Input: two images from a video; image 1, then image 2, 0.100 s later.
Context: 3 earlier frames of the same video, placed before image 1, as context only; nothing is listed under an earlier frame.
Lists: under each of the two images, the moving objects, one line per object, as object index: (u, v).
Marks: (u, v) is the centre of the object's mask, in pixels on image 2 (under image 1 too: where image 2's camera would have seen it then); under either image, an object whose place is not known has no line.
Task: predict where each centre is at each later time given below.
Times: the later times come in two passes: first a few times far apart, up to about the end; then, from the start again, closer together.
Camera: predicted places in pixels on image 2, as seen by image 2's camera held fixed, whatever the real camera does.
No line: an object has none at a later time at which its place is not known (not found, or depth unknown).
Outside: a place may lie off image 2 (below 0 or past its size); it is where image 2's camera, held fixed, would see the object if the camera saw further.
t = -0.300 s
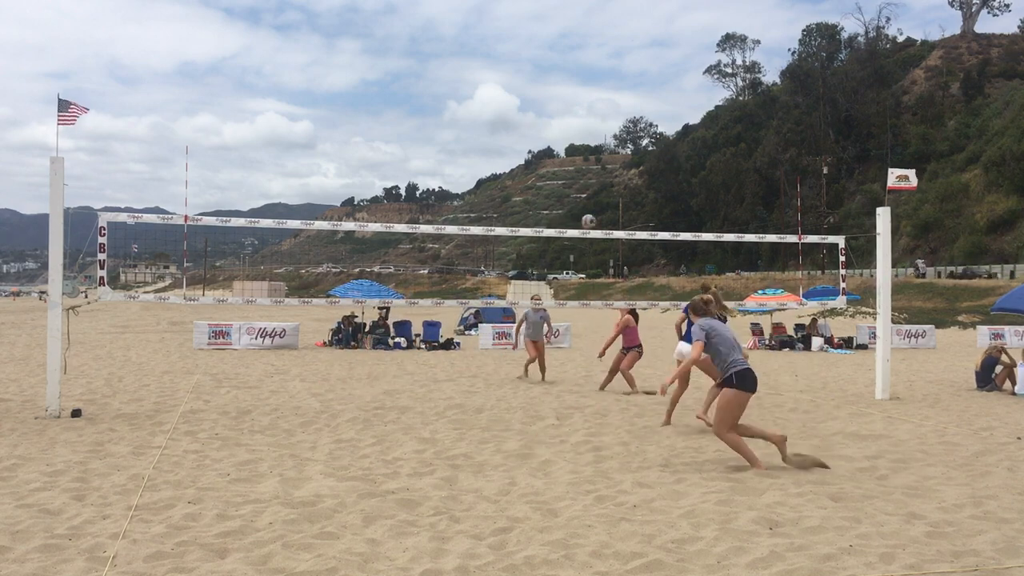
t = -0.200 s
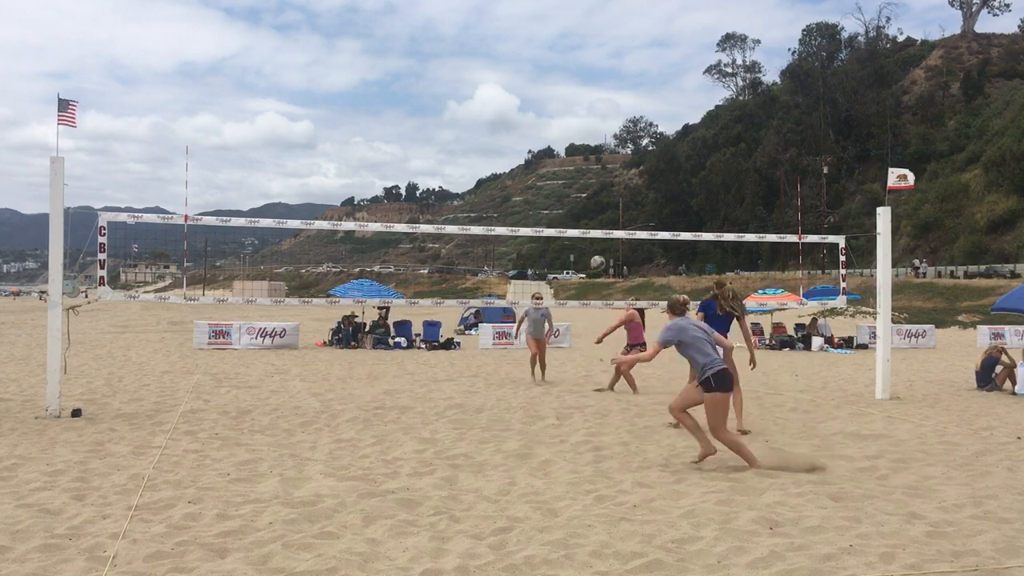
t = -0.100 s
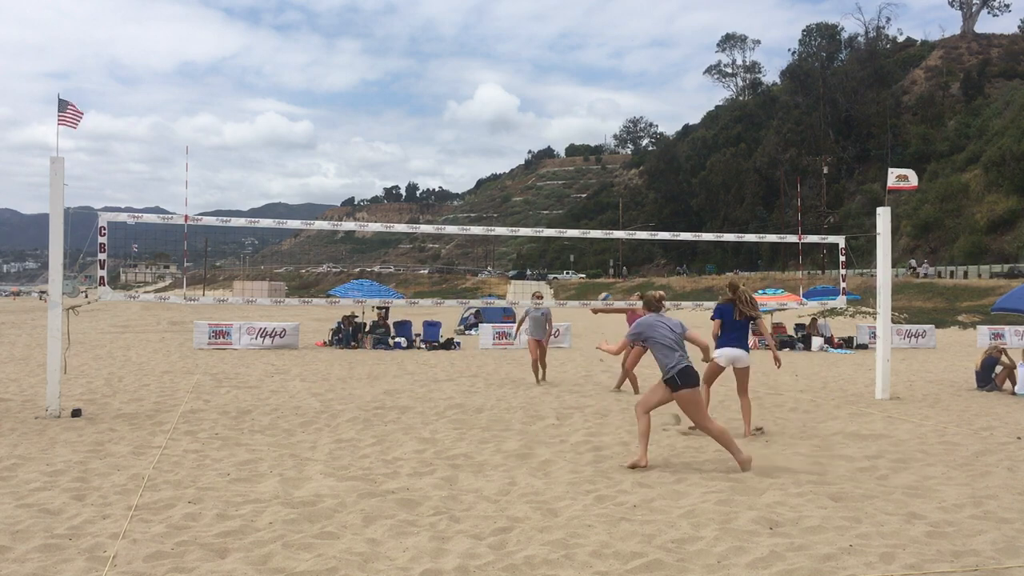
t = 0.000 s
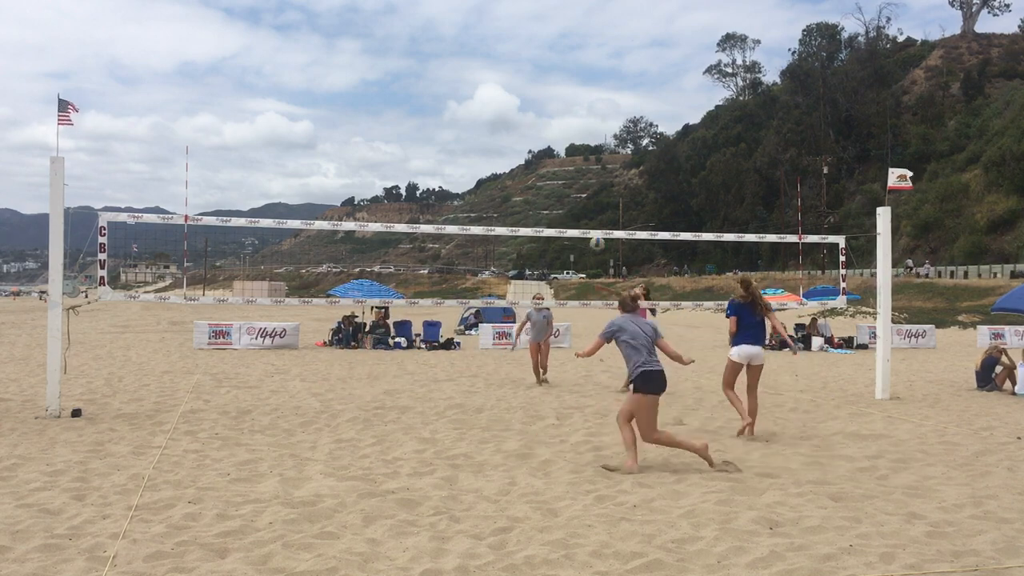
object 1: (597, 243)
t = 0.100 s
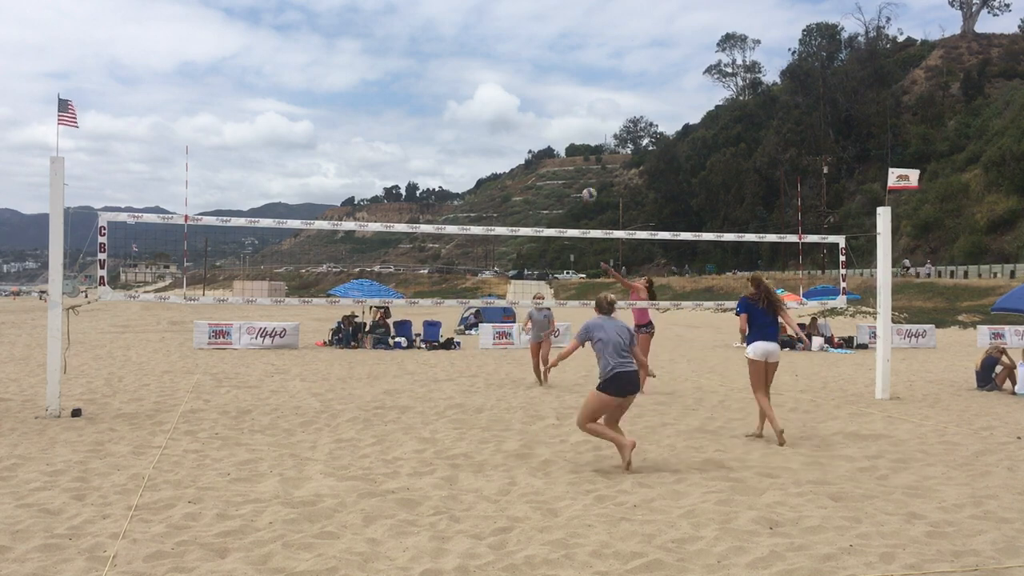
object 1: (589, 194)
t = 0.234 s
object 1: (579, 141)
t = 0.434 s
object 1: (564, 86)
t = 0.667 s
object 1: (548, 56)
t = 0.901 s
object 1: (533, 64)
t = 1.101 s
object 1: (521, 100)
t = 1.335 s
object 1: (510, 175)
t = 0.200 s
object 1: (581, 153)
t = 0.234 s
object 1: (579, 141)
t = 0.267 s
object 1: (576, 131)
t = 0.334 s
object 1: (571, 111)
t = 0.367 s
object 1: (569, 102)
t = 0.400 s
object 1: (567, 94)
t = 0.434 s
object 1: (564, 86)
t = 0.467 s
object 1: (562, 80)
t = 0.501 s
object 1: (559, 74)
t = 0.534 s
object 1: (557, 69)
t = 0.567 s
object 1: (555, 65)
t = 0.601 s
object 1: (553, 61)
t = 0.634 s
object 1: (550, 58)
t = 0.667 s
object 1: (548, 56)
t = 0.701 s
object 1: (546, 55)
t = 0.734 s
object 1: (544, 55)
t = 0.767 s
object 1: (541, 55)
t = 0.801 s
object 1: (539, 56)
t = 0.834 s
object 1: (537, 58)
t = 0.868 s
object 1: (535, 60)
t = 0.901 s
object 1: (533, 64)
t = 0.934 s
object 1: (531, 68)
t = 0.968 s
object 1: (529, 73)
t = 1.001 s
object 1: (527, 79)
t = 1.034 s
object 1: (525, 85)
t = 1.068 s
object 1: (523, 92)
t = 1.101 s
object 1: (521, 100)
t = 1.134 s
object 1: (519, 108)
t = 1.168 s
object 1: (518, 117)
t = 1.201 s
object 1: (516, 127)
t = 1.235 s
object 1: (515, 138)
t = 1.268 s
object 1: (513, 150)
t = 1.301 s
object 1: (511, 161)
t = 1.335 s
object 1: (510, 175)
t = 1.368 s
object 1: (508, 188)
